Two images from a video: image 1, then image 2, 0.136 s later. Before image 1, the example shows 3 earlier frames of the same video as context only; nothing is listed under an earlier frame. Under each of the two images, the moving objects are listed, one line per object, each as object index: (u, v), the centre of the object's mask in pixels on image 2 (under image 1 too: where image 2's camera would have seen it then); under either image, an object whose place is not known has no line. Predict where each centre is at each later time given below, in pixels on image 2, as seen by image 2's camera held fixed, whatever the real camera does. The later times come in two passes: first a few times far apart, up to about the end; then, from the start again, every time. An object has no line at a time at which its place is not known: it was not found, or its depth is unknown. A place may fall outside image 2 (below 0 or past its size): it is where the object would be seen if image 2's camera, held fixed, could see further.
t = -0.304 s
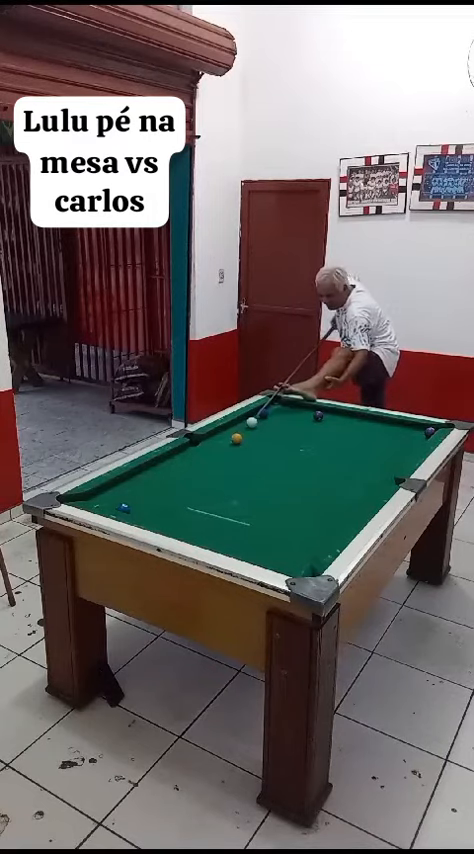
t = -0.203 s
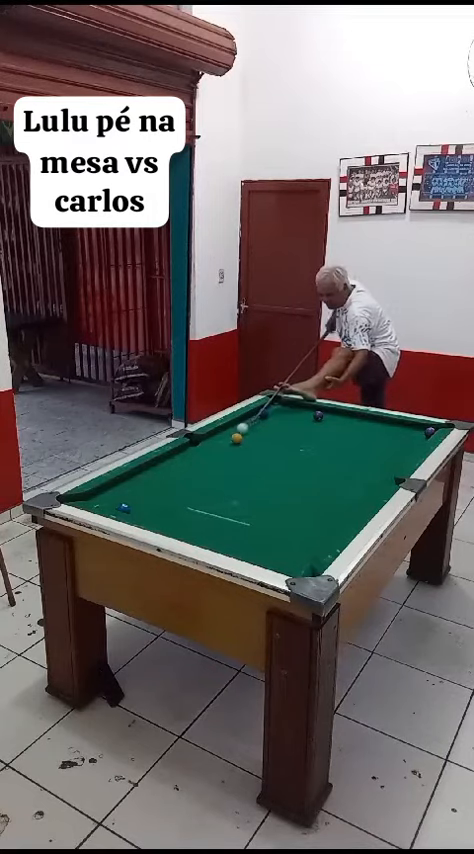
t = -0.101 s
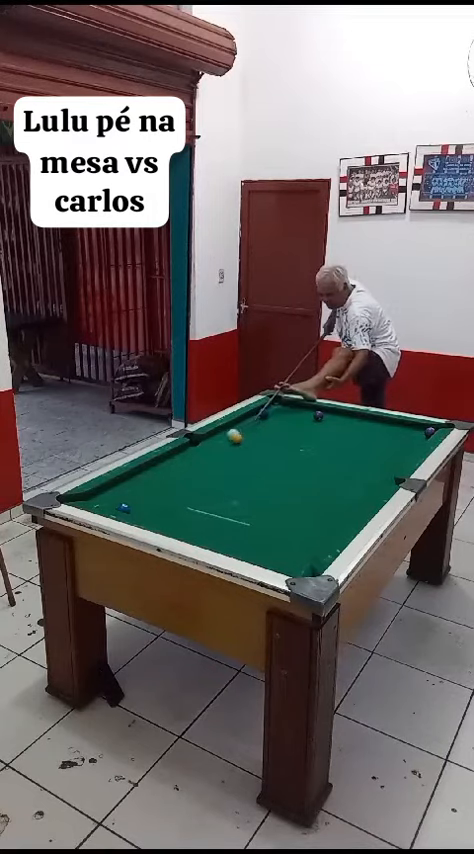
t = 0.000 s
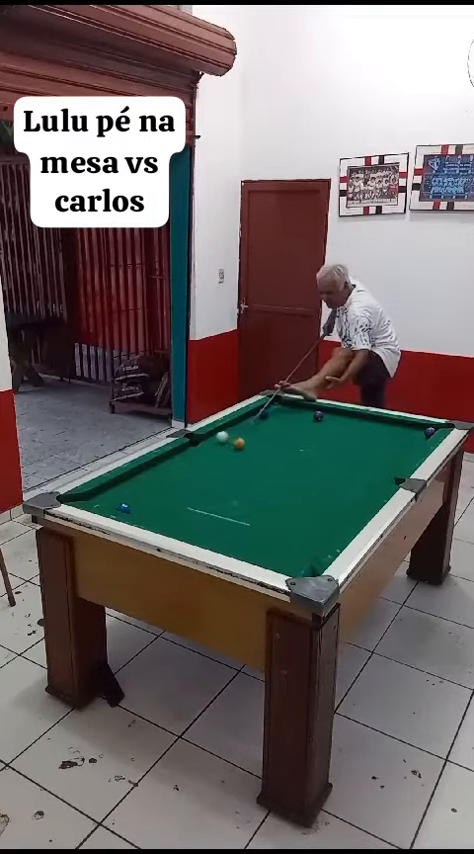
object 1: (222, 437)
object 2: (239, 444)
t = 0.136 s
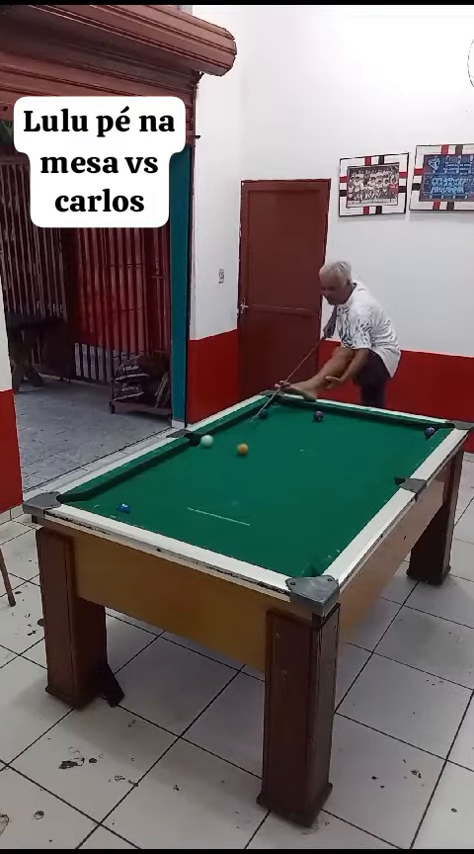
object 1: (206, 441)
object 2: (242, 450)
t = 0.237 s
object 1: (195, 444)
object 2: (245, 455)
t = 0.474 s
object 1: (184, 452)
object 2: (251, 466)
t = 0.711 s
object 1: (176, 460)
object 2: (258, 477)
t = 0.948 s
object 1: (168, 469)
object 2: (265, 489)
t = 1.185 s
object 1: (161, 477)
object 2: (272, 501)
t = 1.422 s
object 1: (154, 485)
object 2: (280, 513)
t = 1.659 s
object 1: (146, 493)
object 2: (288, 525)
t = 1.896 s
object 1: (139, 501)
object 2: (297, 537)
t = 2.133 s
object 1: (136, 506)
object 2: (307, 549)
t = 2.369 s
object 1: (142, 509)
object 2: (300, 555)
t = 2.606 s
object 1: (146, 510)
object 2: (286, 555)
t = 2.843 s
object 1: (150, 511)
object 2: (273, 554)
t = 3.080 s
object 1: (153, 512)
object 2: (272, 552)
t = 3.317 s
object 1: (155, 512)
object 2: (270, 550)
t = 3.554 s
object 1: (155, 512)
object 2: (269, 549)
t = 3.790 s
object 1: (155, 512)
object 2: (268, 548)
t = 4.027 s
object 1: (154, 512)
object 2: (266, 548)
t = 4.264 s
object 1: (154, 512)
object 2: (267, 548)
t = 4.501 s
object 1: (154, 512)
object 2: (266, 548)
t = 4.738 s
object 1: (154, 512)
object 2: (266, 548)
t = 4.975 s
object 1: (154, 512)
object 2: (266, 548)
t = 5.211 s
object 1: (154, 512)
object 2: (266, 548)
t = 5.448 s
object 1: (154, 512)
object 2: (266, 548)
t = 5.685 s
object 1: (154, 512)
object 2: (266, 548)
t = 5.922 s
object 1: (154, 512)
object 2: (266, 548)
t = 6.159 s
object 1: (154, 512)
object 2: (266, 548)
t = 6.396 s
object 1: (154, 512)
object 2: (266, 548)
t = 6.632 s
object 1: (154, 512)
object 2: (267, 548)
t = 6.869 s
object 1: (154, 512)
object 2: (267, 548)
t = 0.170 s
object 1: (203, 442)
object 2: (243, 452)
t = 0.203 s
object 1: (199, 443)
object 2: (244, 453)
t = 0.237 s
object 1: (195, 444)
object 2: (245, 455)
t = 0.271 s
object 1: (192, 445)
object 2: (246, 456)
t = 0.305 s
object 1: (191, 446)
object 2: (246, 458)
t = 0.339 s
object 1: (189, 448)
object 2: (247, 460)
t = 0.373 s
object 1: (188, 449)
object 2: (248, 461)
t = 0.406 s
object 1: (187, 450)
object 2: (249, 463)
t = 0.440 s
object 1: (186, 451)
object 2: (250, 464)
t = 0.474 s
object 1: (184, 452)
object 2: (251, 466)
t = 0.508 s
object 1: (183, 453)
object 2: (252, 467)
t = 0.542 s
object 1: (182, 454)
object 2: (253, 469)
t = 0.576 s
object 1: (181, 456)
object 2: (254, 470)
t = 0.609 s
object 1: (180, 457)
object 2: (255, 472)
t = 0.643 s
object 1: (179, 458)
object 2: (256, 473)
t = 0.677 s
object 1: (178, 459)
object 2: (257, 475)
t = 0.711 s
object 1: (176, 460)
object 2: (258, 477)
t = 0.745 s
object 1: (175, 461)
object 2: (259, 478)
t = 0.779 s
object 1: (174, 463)
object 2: (260, 480)
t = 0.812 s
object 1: (173, 464)
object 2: (261, 482)
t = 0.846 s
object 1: (172, 465)
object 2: (262, 484)
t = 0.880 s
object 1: (171, 466)
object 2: (263, 486)
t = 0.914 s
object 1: (170, 467)
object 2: (264, 487)
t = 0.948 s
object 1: (168, 469)
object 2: (265, 489)
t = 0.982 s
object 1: (167, 470)
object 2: (266, 491)
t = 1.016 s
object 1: (167, 471)
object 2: (267, 492)
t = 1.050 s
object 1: (166, 472)
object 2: (268, 494)
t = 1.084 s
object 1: (165, 473)
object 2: (269, 495)
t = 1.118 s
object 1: (164, 474)
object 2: (270, 497)
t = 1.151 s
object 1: (163, 476)
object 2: (271, 498)
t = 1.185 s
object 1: (161, 477)
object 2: (272, 501)
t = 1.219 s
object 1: (160, 478)
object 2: (274, 502)
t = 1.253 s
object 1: (159, 479)
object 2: (275, 504)
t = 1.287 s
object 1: (158, 481)
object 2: (276, 506)
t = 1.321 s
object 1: (157, 481)
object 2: (276, 507)
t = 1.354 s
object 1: (156, 483)
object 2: (278, 509)
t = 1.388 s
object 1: (155, 484)
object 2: (279, 511)
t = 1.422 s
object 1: (154, 485)
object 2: (280, 513)
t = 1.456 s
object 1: (153, 486)
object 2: (281, 514)
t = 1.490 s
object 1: (151, 487)
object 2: (282, 516)
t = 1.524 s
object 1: (151, 488)
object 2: (284, 518)
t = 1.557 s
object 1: (149, 490)
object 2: (285, 520)
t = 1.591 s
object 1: (149, 491)
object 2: (286, 522)
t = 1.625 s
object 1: (147, 492)
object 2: (287, 524)
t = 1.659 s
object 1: (146, 493)
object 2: (288, 525)
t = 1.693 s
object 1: (145, 494)
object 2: (290, 527)
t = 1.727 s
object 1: (144, 495)
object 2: (291, 528)
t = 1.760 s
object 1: (143, 496)
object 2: (292, 530)
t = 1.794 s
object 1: (142, 497)
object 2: (293, 533)
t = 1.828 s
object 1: (141, 498)
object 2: (295, 534)
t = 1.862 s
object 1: (140, 499)
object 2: (296, 535)
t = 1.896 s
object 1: (139, 501)
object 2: (297, 537)
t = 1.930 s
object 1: (138, 502)
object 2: (298, 539)
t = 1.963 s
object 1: (137, 503)
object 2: (300, 541)
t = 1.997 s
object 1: (136, 504)
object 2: (301, 542)
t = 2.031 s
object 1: (135, 505)
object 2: (303, 544)
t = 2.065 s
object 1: (135, 505)
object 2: (304, 545)
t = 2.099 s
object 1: (135, 506)
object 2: (306, 548)
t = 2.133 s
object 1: (136, 506)
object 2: (307, 549)
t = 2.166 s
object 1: (137, 506)
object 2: (308, 551)
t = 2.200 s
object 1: (138, 507)
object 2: (309, 552)
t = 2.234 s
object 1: (139, 507)
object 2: (309, 553)
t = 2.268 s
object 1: (140, 508)
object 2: (307, 553)
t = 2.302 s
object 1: (140, 508)
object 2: (306, 554)
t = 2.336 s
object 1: (142, 509)
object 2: (303, 554)
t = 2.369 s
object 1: (142, 509)
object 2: (300, 555)
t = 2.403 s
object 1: (143, 509)
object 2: (298, 555)
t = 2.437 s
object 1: (143, 509)
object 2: (296, 555)
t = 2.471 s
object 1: (144, 509)
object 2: (294, 556)
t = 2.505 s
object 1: (145, 510)
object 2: (292, 556)
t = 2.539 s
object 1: (145, 510)
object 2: (290, 556)
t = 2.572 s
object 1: (146, 510)
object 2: (288, 556)
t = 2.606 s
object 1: (146, 510)
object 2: (286, 555)
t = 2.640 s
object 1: (148, 510)
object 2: (285, 555)
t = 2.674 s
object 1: (148, 510)
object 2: (283, 555)
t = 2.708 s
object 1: (148, 510)
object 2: (280, 555)
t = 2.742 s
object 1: (149, 511)
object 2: (278, 555)
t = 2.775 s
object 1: (150, 511)
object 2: (276, 555)
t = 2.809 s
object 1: (151, 511)
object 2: (275, 555)
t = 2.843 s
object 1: (150, 511)
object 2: (273, 554)
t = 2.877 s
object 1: (151, 511)
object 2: (273, 554)
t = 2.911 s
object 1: (151, 511)
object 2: (273, 554)
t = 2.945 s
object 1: (151, 511)
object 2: (273, 554)
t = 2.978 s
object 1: (152, 511)
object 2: (272, 553)
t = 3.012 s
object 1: (152, 511)
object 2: (272, 553)
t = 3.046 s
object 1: (153, 512)
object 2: (272, 552)
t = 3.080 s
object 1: (153, 512)
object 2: (272, 552)
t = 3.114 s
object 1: (153, 512)
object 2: (271, 551)
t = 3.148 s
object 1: (154, 512)
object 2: (270, 551)
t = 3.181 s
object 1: (154, 512)
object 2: (271, 551)
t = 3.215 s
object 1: (154, 512)
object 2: (270, 550)
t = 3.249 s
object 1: (154, 512)
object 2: (270, 550)
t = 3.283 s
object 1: (155, 512)
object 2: (270, 550)
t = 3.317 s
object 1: (155, 512)
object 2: (270, 550)
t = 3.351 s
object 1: (154, 512)
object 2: (270, 550)
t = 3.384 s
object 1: (155, 512)
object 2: (269, 550)
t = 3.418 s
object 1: (155, 512)
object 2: (269, 549)
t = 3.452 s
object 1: (155, 512)
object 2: (269, 549)
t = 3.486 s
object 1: (155, 512)
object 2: (269, 549)
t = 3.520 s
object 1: (155, 512)
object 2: (269, 549)
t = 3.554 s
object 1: (155, 512)
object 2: (269, 549)
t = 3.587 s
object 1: (155, 512)
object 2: (269, 549)
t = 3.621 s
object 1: (155, 512)
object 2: (268, 549)
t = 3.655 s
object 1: (155, 512)
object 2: (268, 549)
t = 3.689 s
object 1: (155, 512)
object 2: (268, 549)
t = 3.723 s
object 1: (154, 512)
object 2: (268, 548)
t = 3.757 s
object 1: (155, 512)
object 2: (268, 549)
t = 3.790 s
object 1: (155, 512)
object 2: (268, 548)
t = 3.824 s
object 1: (155, 512)
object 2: (268, 549)
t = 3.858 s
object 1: (155, 512)
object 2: (267, 548)
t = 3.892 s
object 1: (154, 512)
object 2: (268, 548)
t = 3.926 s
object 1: (155, 512)
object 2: (267, 548)
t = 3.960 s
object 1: (154, 512)
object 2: (267, 548)
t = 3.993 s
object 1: (154, 512)
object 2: (267, 548)
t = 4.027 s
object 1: (154, 512)
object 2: (266, 548)
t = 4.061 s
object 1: (155, 512)
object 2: (266, 548)
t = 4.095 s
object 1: (154, 512)
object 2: (266, 548)
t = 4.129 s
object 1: (155, 512)
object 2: (267, 548)
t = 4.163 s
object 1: (154, 512)
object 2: (266, 548)
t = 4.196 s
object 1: (155, 512)
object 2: (267, 548)
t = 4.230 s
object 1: (155, 512)
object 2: (267, 548)
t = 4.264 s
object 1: (154, 512)
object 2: (267, 548)
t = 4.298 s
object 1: (155, 512)
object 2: (266, 548)
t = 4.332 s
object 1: (154, 512)
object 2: (267, 548)
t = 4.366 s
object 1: (155, 512)
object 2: (267, 548)
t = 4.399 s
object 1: (154, 512)
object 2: (267, 548)
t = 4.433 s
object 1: (154, 512)
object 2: (267, 548)
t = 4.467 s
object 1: (154, 512)
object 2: (266, 548)
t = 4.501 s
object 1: (154, 512)
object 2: (266, 548)
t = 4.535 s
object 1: (155, 512)
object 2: (266, 548)
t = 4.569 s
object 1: (155, 512)
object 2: (266, 548)
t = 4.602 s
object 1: (154, 512)
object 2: (266, 548)
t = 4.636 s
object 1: (155, 512)
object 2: (267, 548)
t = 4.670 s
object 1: (154, 512)
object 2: (266, 548)
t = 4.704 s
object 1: (155, 512)
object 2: (266, 548)
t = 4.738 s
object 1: (154, 512)
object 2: (266, 548)
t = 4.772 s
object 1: (154, 512)
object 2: (266, 548)
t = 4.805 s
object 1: (155, 512)
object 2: (266, 548)
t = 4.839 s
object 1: (154, 512)
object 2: (266, 548)
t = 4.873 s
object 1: (154, 512)
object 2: (266, 548)
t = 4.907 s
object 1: (154, 512)
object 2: (267, 548)
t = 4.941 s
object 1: (154, 512)
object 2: (266, 548)
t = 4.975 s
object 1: (154, 512)
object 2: (266, 548)
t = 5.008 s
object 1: (154, 512)
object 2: (267, 548)
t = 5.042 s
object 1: (154, 512)
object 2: (267, 548)
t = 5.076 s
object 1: (154, 512)
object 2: (267, 548)
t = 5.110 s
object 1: (154, 512)
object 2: (266, 548)
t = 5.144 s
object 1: (154, 512)
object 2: (266, 548)
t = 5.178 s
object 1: (154, 512)
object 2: (266, 548)
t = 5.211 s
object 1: (154, 512)
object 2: (266, 548)
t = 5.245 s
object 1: (154, 512)
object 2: (266, 548)
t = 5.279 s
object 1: (154, 512)
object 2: (266, 548)
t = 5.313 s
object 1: (154, 512)
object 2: (266, 548)
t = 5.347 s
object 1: (154, 512)
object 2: (266, 548)
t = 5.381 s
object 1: (154, 512)
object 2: (266, 548)
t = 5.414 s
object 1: (154, 512)
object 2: (266, 548)
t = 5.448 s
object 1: (154, 512)
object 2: (266, 548)
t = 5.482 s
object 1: (154, 512)
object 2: (266, 548)
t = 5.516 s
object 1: (154, 512)
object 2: (266, 548)
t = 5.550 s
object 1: (154, 512)
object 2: (266, 548)
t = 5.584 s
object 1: (154, 512)
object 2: (266, 548)
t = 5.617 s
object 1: (154, 512)
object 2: (266, 548)
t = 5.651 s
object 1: (154, 512)
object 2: (267, 548)
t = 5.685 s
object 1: (154, 512)
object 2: (266, 548)
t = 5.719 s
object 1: (154, 512)
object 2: (267, 548)
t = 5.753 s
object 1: (154, 512)
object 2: (266, 548)
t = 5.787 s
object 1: (154, 512)
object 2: (266, 548)
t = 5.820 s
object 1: (154, 512)
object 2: (266, 548)
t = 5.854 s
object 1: (154, 512)
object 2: (266, 548)
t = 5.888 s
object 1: (154, 512)
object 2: (267, 548)
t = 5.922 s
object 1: (154, 512)
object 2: (266, 548)
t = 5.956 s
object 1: (154, 512)
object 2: (267, 548)
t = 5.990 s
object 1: (154, 512)
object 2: (267, 548)
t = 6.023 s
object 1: (154, 512)
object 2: (266, 548)
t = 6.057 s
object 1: (154, 512)
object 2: (266, 548)
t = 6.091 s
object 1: (154, 512)
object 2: (266, 548)
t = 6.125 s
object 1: (154, 512)
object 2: (266, 548)
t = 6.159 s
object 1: (154, 512)
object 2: (266, 548)
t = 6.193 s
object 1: (154, 512)
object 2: (266, 548)
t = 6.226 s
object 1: (154, 512)
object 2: (267, 548)
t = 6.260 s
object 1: (154, 512)
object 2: (267, 548)
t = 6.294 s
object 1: (154, 512)
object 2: (267, 548)
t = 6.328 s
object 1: (154, 512)
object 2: (266, 548)
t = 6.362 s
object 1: (154, 512)
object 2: (266, 548)
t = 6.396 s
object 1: (154, 512)
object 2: (266, 548)
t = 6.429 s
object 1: (154, 512)
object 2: (267, 548)
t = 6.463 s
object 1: (154, 512)
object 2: (267, 548)
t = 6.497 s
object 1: (154, 512)
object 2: (267, 548)
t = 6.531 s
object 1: (154, 512)
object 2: (267, 548)
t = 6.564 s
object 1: (154, 512)
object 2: (267, 548)
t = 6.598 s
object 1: (154, 512)
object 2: (267, 548)
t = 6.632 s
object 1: (154, 512)
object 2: (267, 548)
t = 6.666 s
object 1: (154, 512)
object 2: (267, 548)
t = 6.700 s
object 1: (154, 512)
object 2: (267, 548)
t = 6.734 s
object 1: (154, 512)
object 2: (267, 548)
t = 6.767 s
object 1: (154, 512)
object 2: (267, 548)
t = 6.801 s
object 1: (154, 512)
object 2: (267, 548)
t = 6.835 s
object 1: (154, 512)
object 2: (267, 548)
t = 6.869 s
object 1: (154, 512)
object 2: (267, 548)
